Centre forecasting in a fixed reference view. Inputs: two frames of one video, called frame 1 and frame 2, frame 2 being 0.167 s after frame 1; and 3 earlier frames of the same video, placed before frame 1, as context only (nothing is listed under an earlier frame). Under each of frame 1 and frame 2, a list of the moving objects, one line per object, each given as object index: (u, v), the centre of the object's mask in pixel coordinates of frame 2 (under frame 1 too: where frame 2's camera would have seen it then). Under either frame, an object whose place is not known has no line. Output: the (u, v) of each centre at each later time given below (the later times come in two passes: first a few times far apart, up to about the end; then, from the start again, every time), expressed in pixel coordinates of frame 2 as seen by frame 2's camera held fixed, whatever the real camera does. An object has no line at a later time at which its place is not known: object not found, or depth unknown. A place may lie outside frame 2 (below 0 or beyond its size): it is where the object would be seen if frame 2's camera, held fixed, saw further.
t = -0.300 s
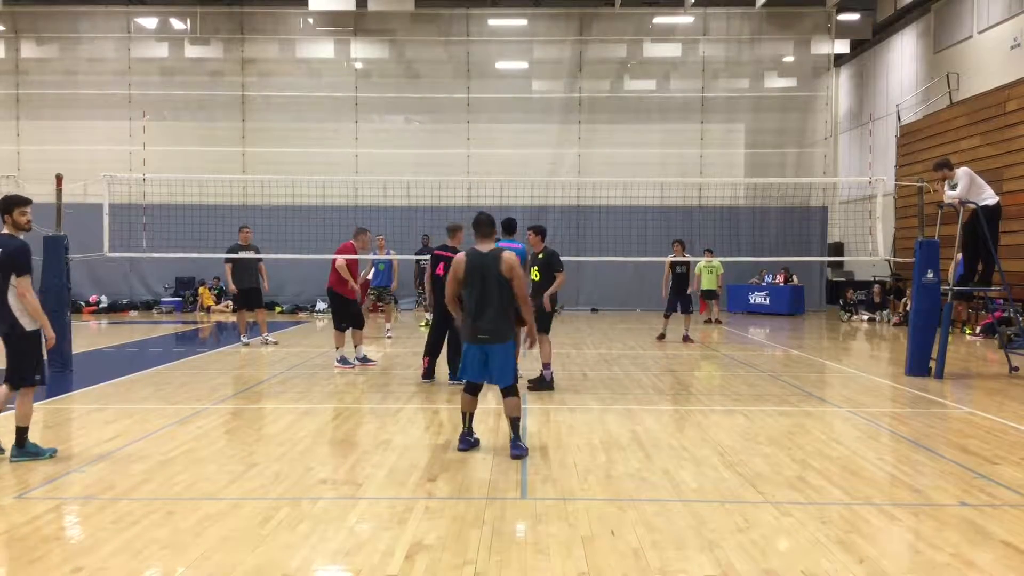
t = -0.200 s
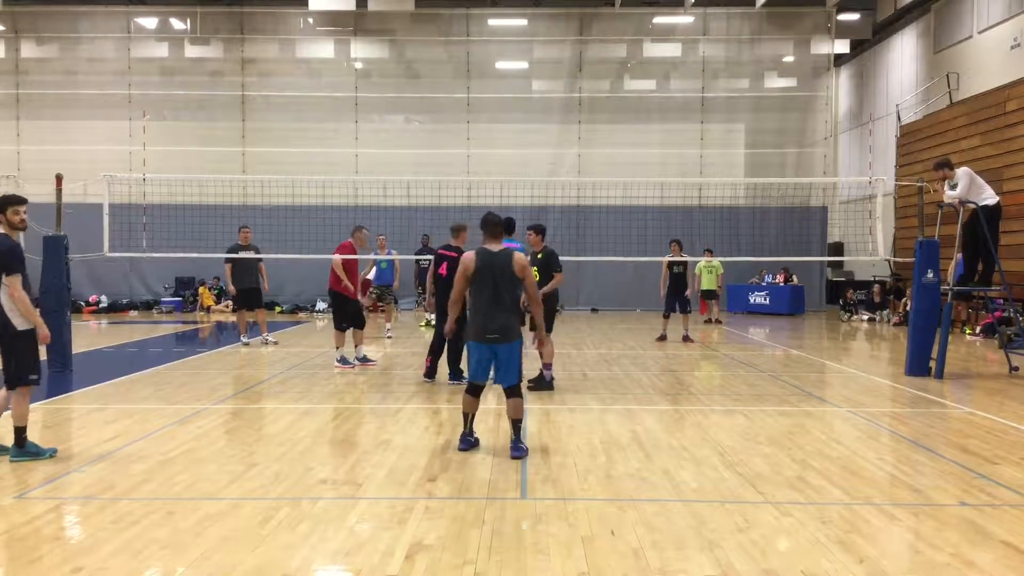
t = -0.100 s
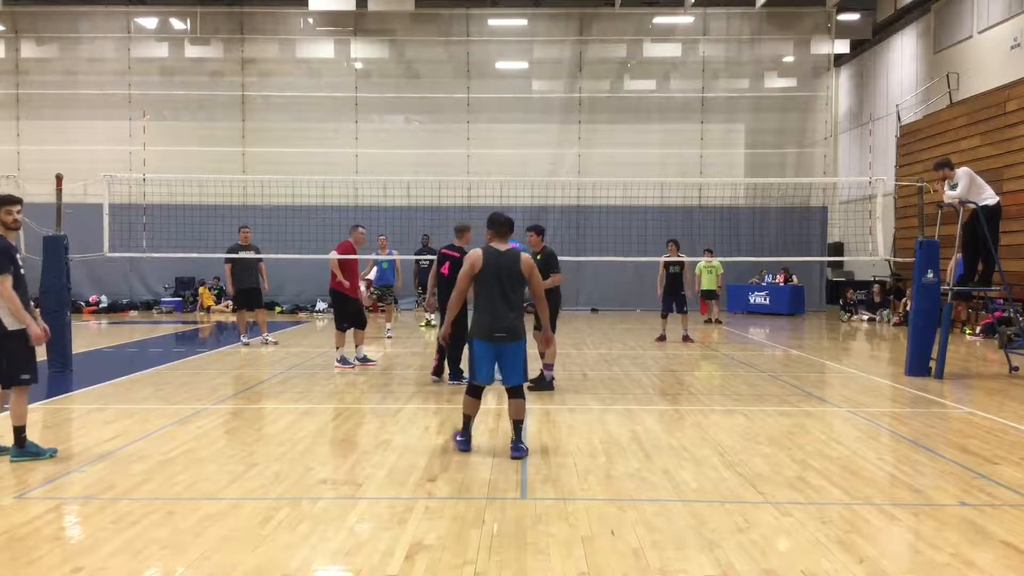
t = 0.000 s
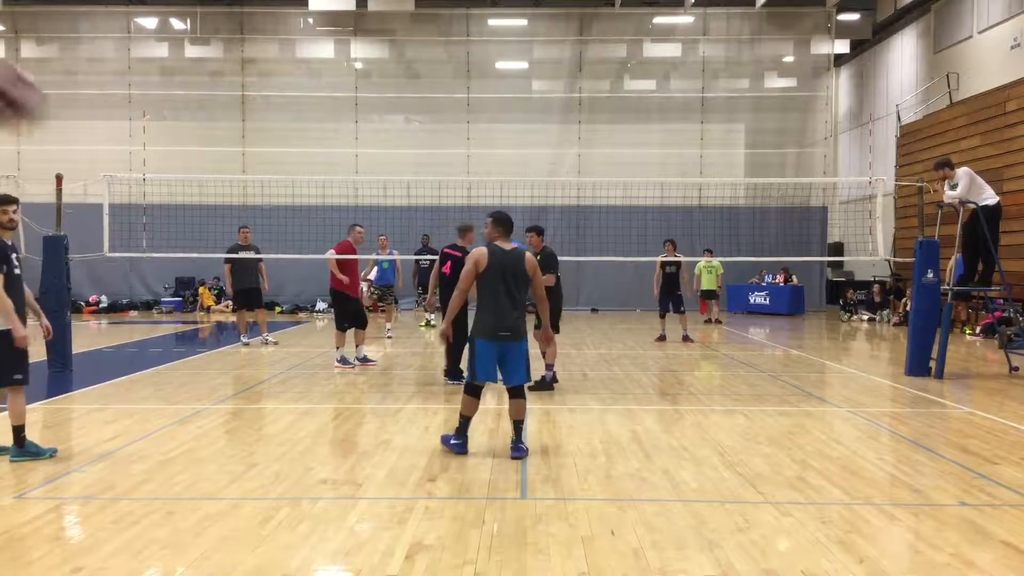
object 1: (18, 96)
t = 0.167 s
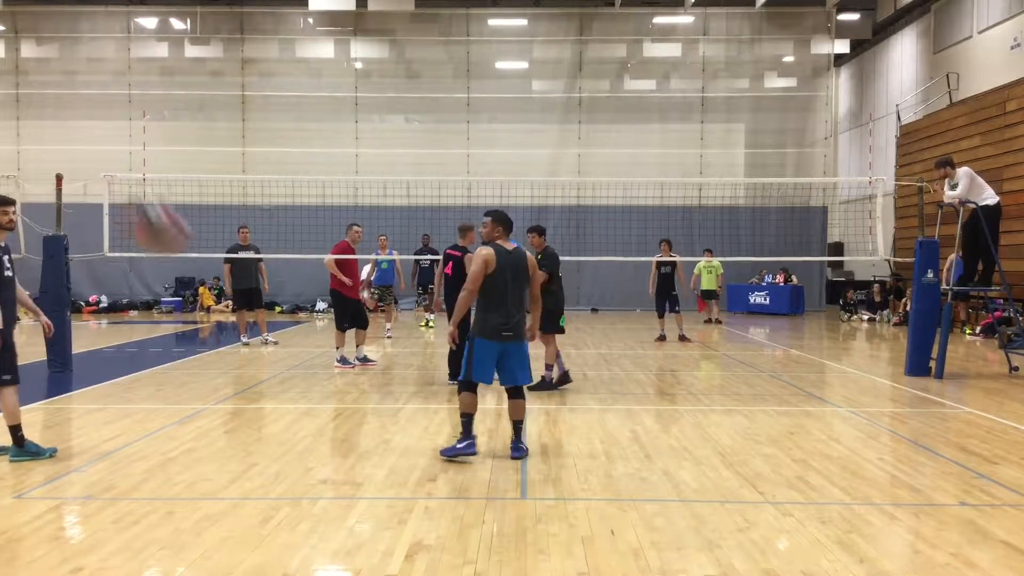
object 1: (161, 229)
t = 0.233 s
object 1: (203, 283)
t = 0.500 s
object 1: (324, 481)
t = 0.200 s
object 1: (179, 255)
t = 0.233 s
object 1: (203, 283)
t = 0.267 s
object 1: (224, 313)
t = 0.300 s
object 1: (240, 343)
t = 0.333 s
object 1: (259, 377)
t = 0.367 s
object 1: (276, 404)
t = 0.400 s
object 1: (292, 435)
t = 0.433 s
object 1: (304, 465)
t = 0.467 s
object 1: (318, 497)
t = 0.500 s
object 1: (324, 481)
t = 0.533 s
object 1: (329, 451)
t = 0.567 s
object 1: (333, 428)
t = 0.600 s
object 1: (338, 403)
